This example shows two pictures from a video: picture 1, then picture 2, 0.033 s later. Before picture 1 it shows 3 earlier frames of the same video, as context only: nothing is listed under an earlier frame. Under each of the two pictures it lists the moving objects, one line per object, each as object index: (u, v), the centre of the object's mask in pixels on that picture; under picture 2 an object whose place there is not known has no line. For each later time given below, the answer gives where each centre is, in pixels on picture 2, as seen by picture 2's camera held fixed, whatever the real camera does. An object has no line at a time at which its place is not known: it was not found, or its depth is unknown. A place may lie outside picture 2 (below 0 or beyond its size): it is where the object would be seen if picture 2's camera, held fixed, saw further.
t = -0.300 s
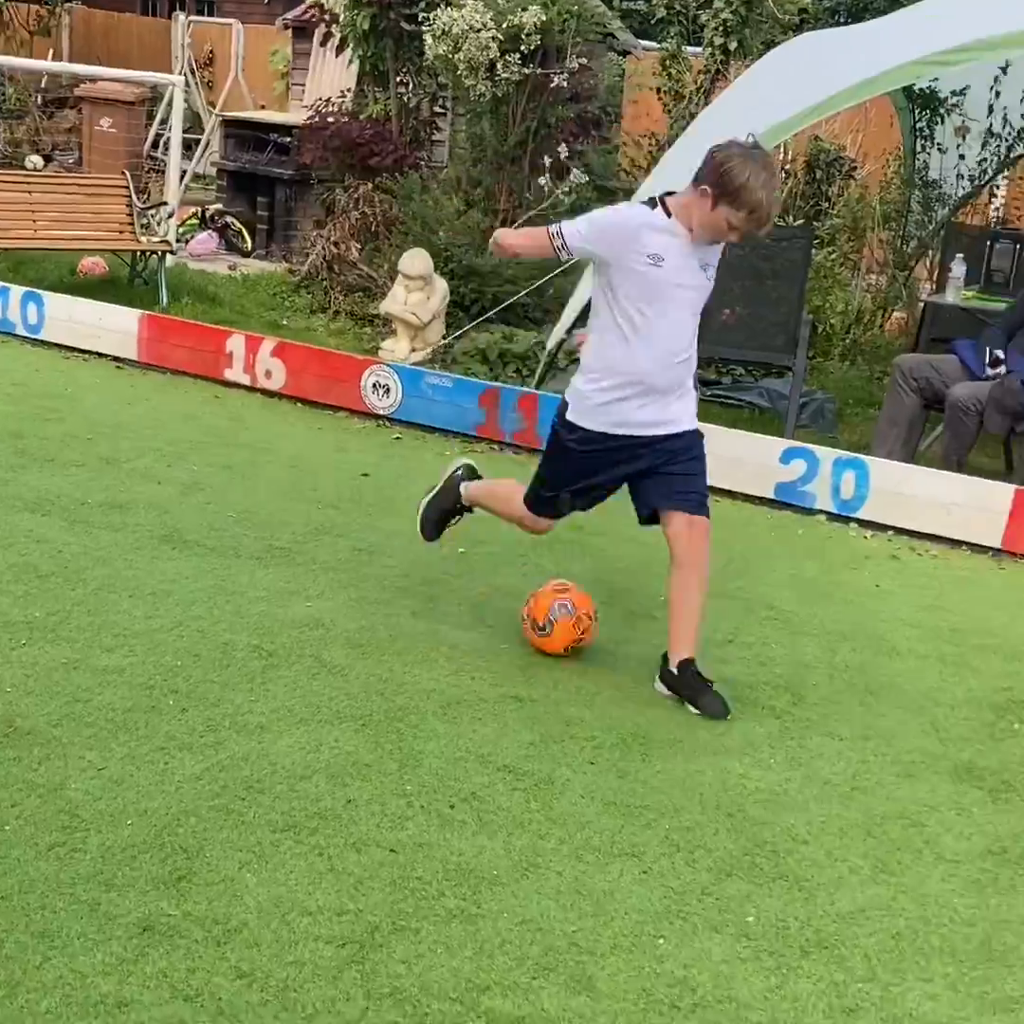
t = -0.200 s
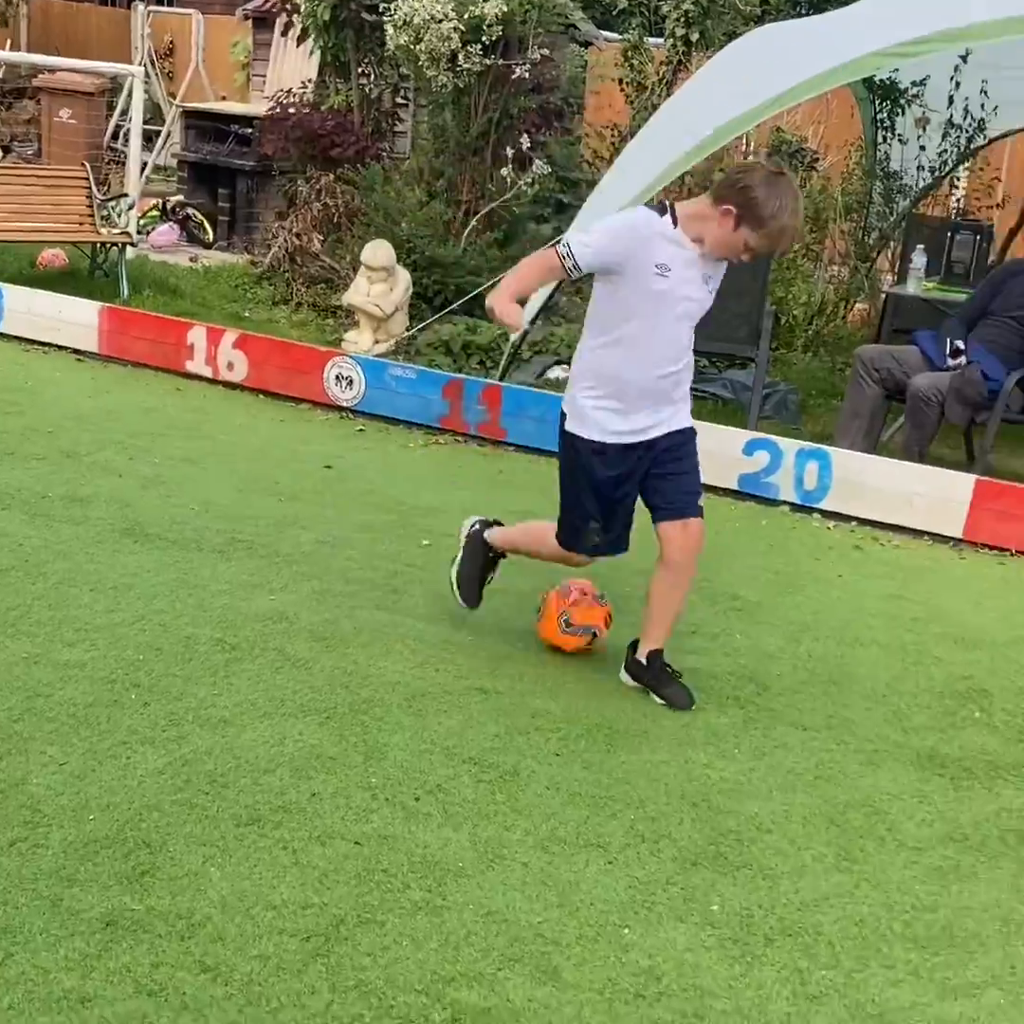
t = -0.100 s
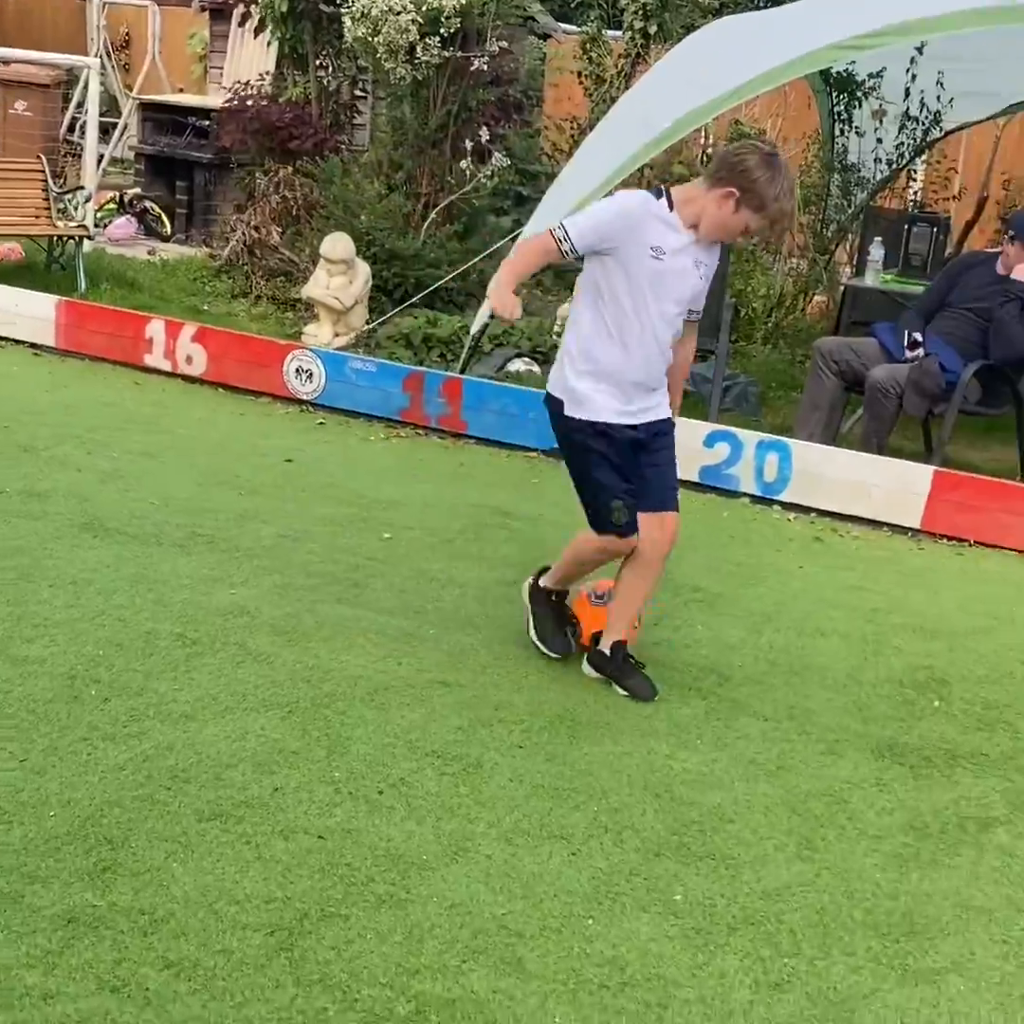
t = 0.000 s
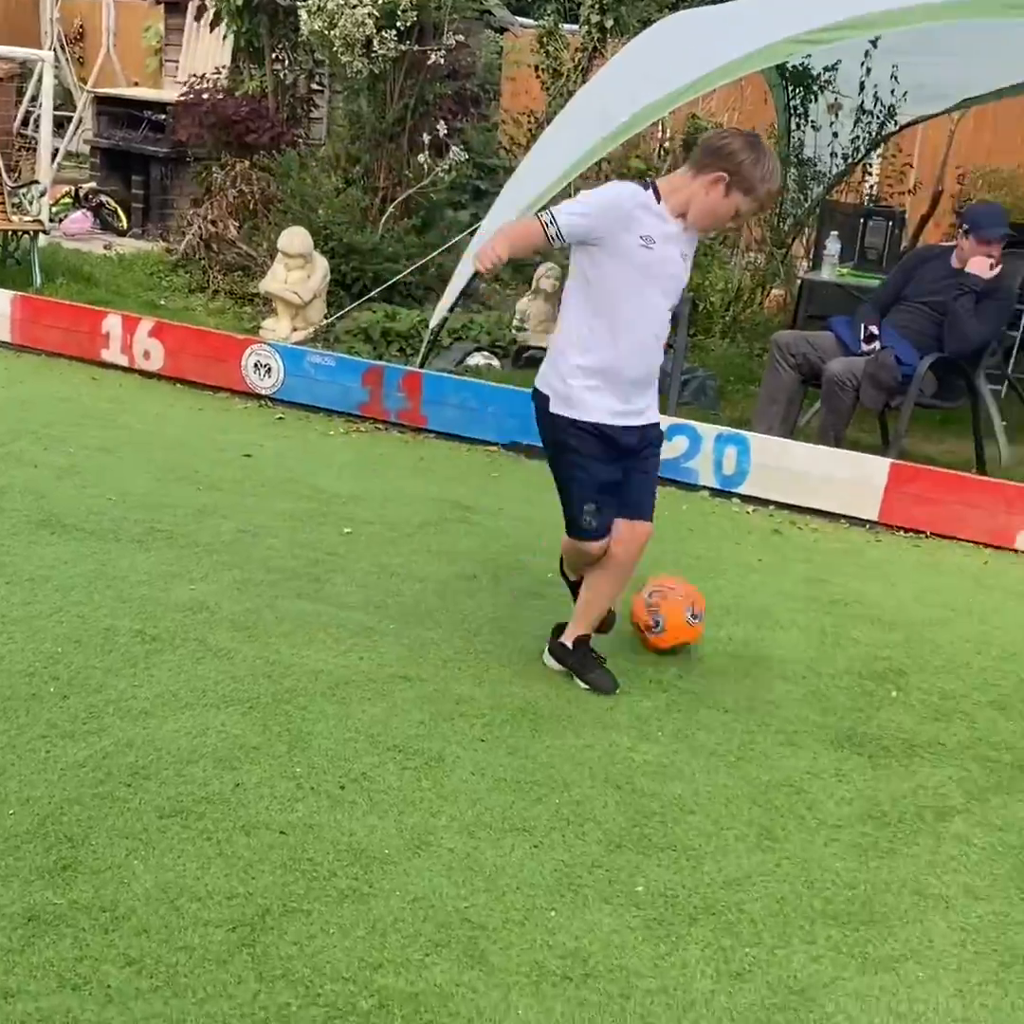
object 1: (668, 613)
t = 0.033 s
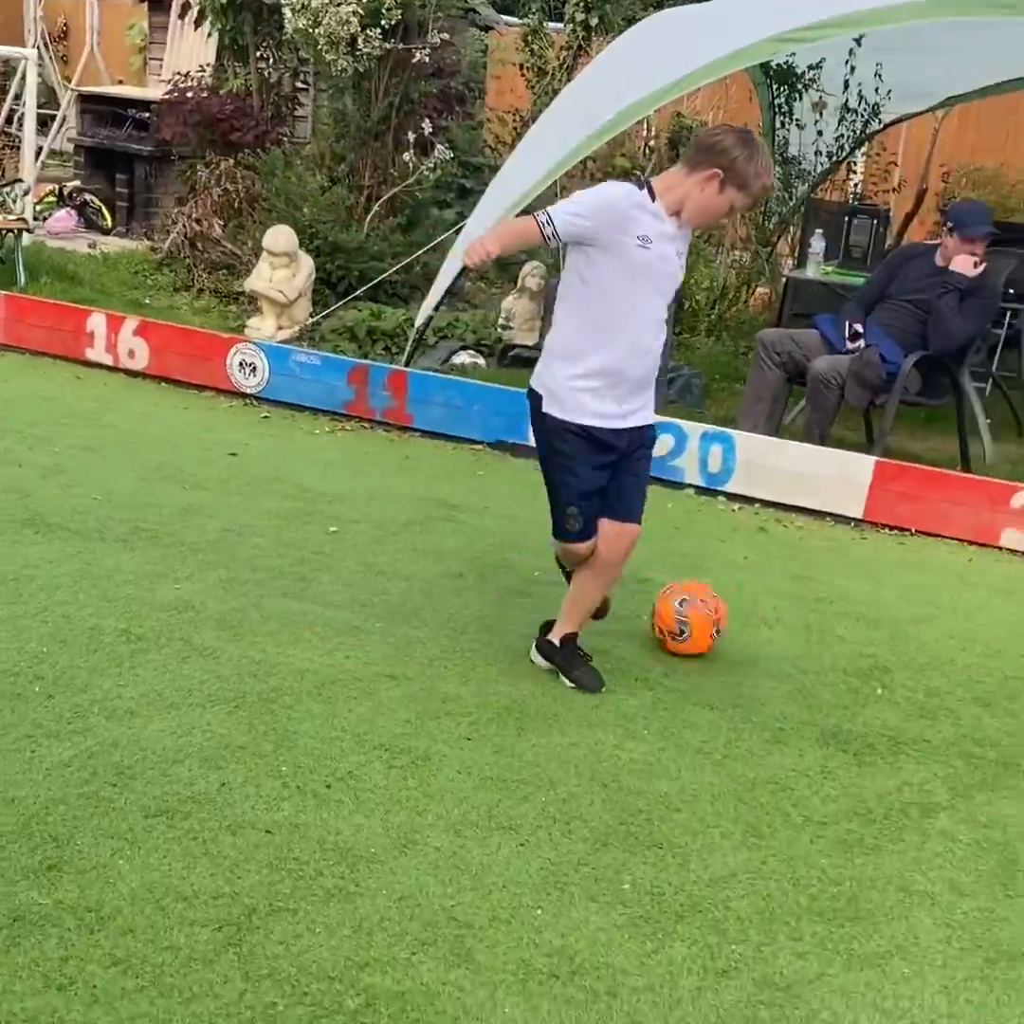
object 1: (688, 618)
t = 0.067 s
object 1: (720, 621)
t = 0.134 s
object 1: (779, 625)
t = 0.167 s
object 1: (806, 630)
